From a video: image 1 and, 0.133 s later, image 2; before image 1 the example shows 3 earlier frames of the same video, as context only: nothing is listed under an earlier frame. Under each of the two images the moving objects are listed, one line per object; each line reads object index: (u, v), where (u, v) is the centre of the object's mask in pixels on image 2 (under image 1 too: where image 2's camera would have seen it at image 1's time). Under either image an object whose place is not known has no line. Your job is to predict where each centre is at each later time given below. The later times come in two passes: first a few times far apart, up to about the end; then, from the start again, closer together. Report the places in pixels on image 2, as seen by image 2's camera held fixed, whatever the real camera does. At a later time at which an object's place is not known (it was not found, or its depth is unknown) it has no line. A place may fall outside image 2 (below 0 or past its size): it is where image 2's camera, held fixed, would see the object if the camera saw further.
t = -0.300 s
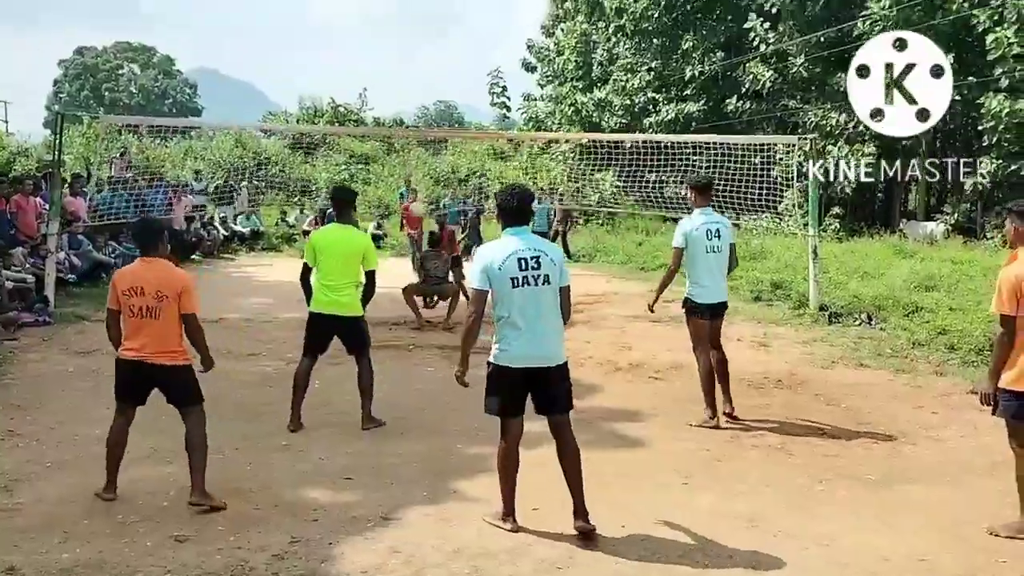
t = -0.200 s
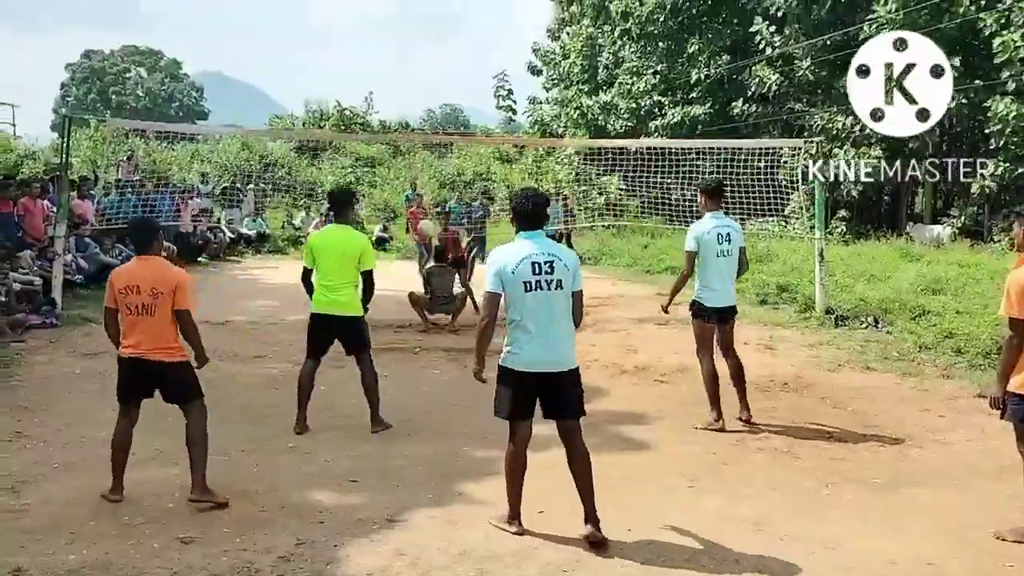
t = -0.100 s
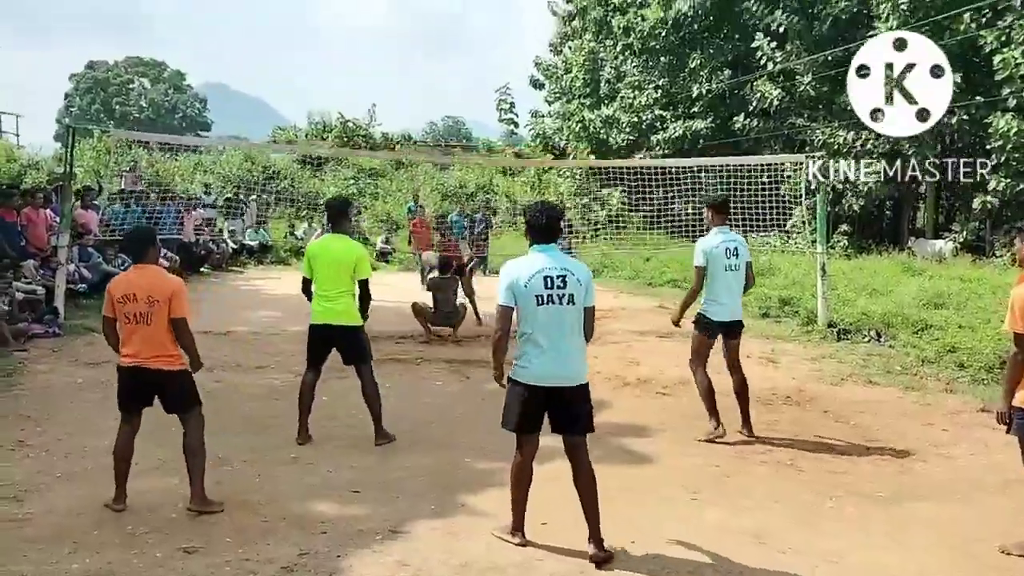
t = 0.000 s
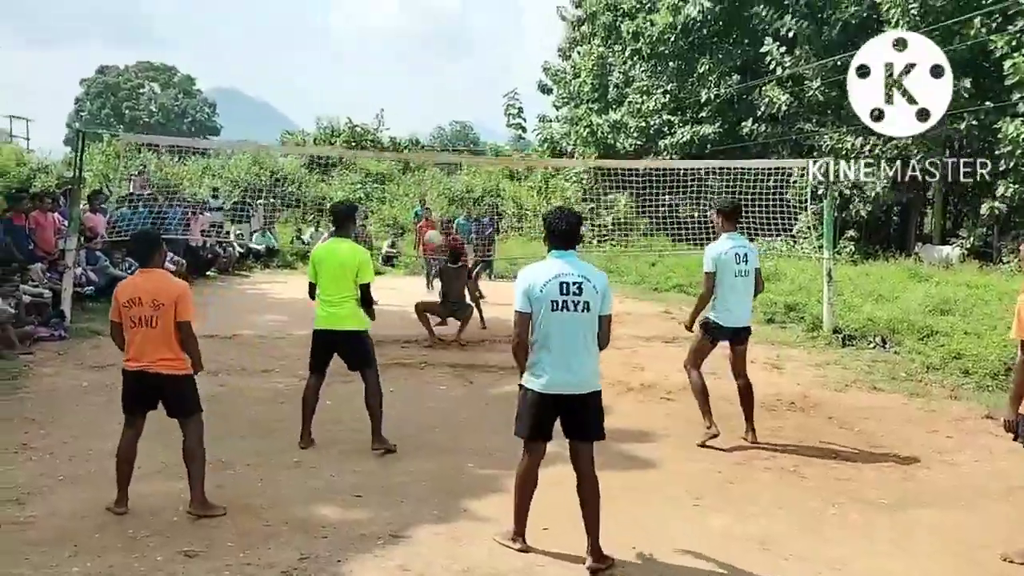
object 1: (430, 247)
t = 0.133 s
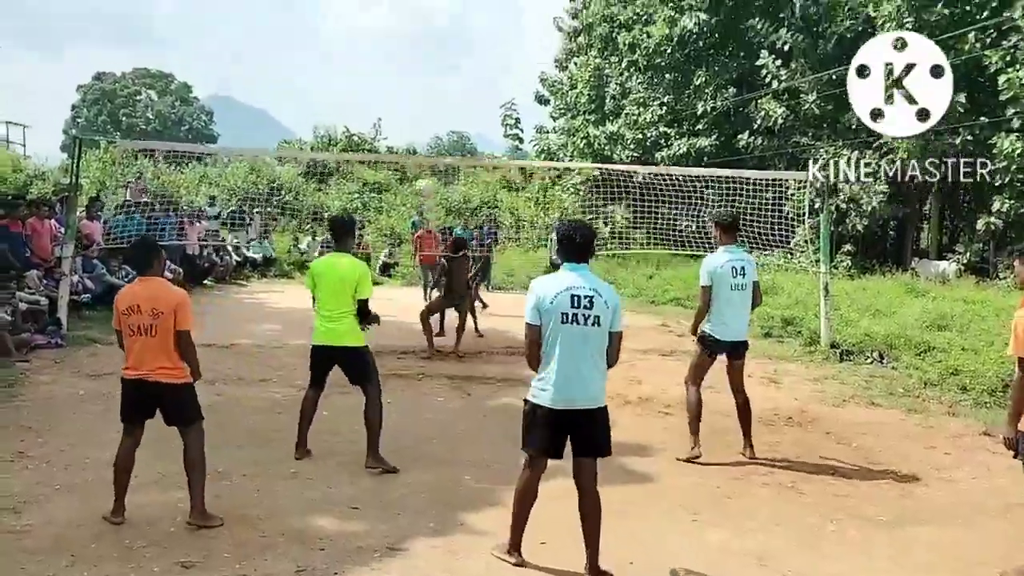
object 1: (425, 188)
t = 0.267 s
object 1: (417, 135)
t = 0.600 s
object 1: (400, 61)
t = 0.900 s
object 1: (382, 86)
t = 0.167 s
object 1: (422, 173)
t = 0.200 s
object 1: (418, 155)
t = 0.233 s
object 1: (425, 149)
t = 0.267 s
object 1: (417, 135)
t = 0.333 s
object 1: (416, 116)
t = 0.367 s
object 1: (413, 106)
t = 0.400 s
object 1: (411, 97)
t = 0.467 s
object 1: (409, 81)
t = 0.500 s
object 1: (407, 75)
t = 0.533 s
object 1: (405, 69)
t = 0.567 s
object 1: (403, 64)
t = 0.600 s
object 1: (400, 61)
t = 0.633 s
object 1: (398, 60)
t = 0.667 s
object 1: (397, 58)
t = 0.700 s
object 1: (395, 58)
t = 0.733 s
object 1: (394, 59)
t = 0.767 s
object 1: (391, 62)
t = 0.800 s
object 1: (388, 65)
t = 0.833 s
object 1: (386, 70)
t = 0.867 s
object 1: (384, 76)
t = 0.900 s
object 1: (382, 86)
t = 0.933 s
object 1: (376, 109)
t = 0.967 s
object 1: (374, 123)
